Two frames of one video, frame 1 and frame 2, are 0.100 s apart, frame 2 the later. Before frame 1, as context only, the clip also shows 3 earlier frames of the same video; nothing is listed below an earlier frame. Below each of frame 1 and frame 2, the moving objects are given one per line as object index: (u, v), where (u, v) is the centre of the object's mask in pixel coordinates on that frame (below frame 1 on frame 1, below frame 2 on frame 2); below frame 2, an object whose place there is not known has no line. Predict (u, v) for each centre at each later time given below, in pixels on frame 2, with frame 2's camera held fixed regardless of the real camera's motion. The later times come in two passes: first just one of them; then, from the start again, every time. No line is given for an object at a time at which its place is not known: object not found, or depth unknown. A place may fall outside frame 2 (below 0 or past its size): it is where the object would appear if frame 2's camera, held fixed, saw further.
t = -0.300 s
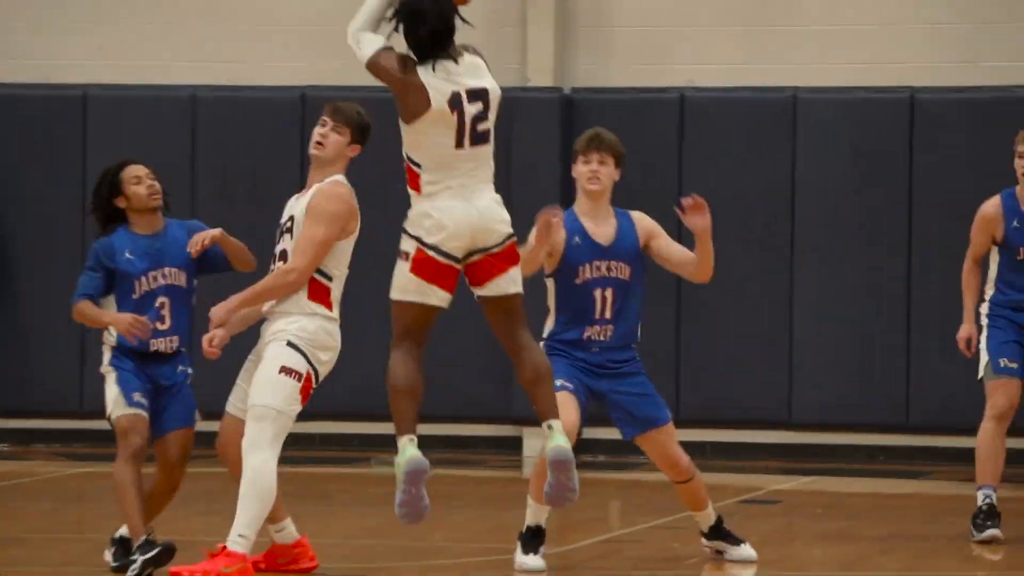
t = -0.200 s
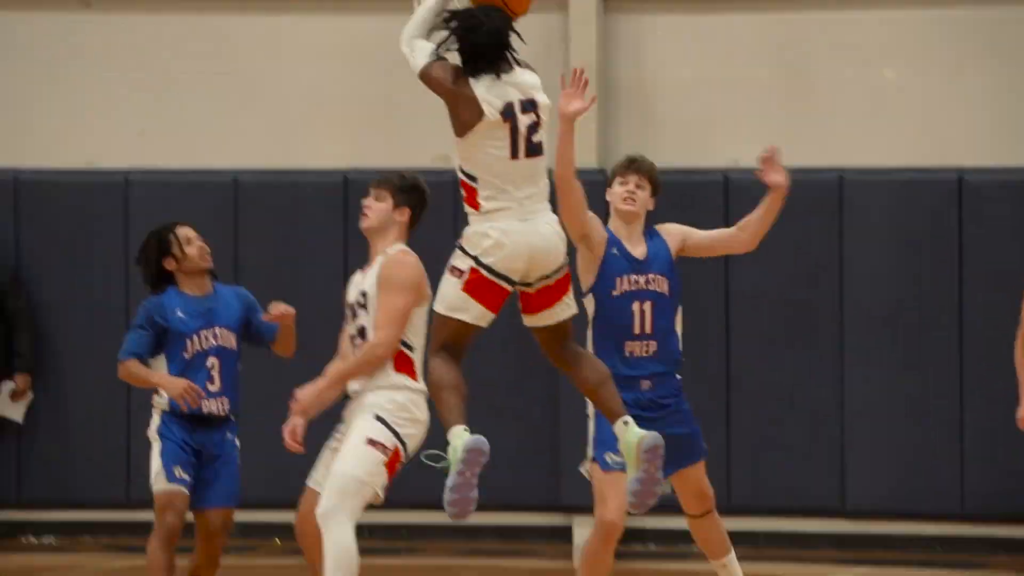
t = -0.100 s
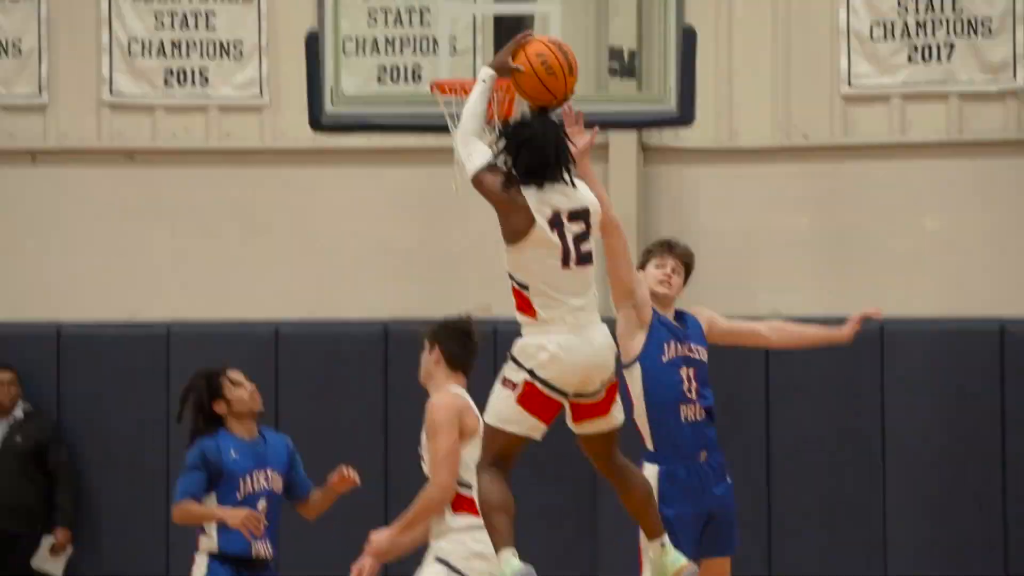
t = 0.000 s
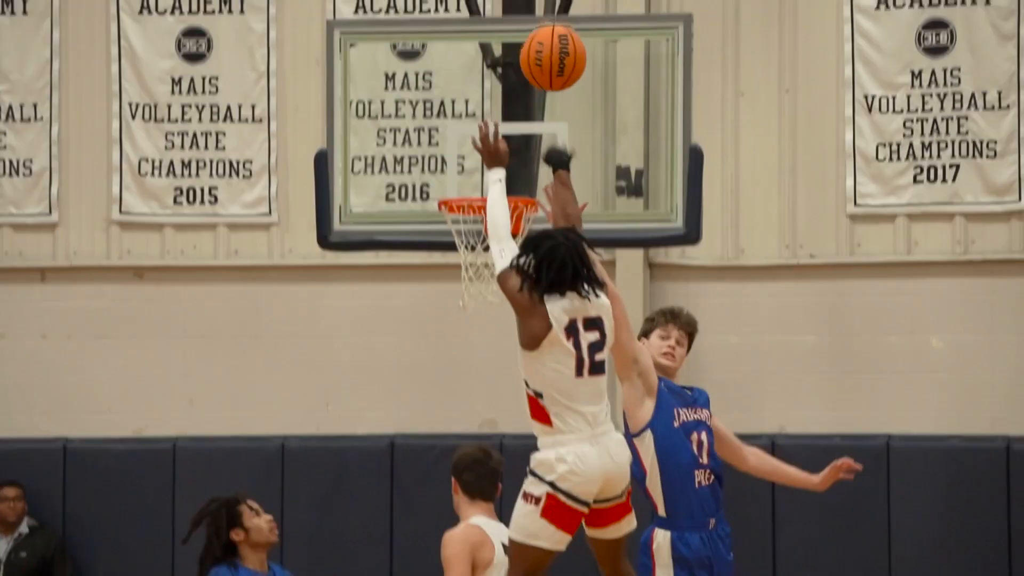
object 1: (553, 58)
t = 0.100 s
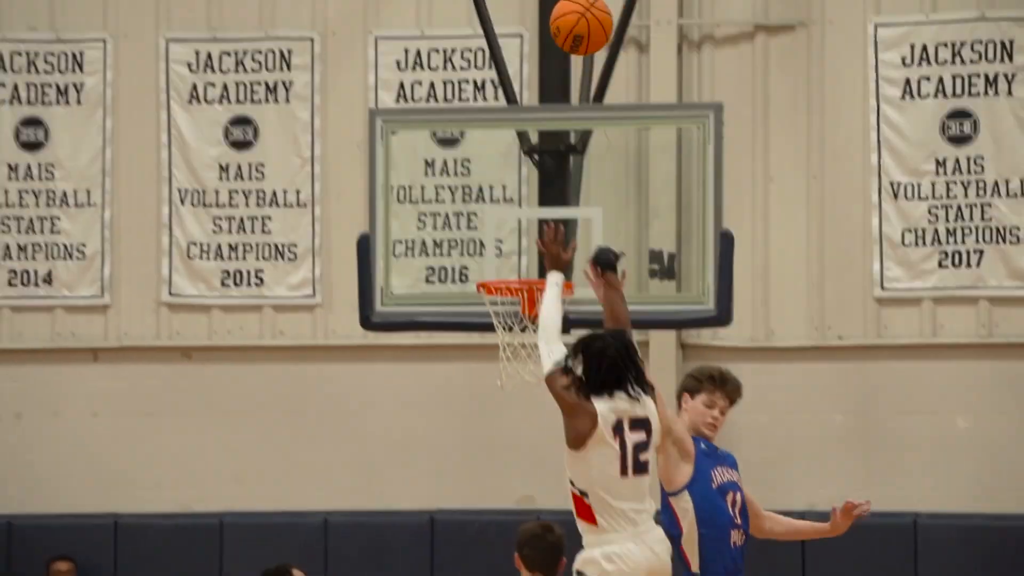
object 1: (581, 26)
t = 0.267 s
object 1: (575, -109)
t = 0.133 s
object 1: (577, -7)
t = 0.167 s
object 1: (574, -37)
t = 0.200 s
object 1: (571, -62)
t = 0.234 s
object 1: (574, -83)
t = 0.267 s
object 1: (575, -109)
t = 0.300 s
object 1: (573, -125)
